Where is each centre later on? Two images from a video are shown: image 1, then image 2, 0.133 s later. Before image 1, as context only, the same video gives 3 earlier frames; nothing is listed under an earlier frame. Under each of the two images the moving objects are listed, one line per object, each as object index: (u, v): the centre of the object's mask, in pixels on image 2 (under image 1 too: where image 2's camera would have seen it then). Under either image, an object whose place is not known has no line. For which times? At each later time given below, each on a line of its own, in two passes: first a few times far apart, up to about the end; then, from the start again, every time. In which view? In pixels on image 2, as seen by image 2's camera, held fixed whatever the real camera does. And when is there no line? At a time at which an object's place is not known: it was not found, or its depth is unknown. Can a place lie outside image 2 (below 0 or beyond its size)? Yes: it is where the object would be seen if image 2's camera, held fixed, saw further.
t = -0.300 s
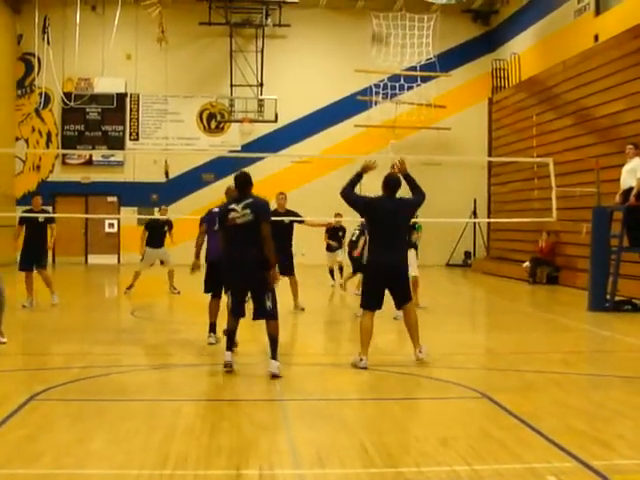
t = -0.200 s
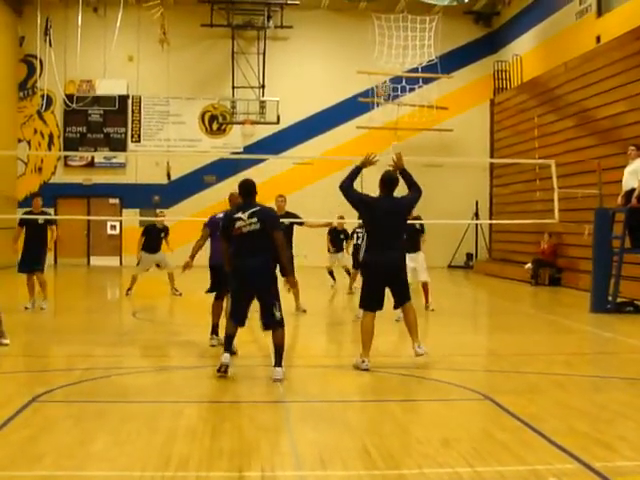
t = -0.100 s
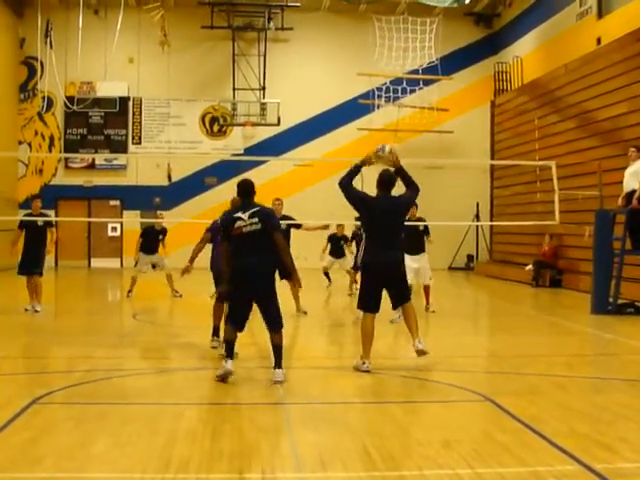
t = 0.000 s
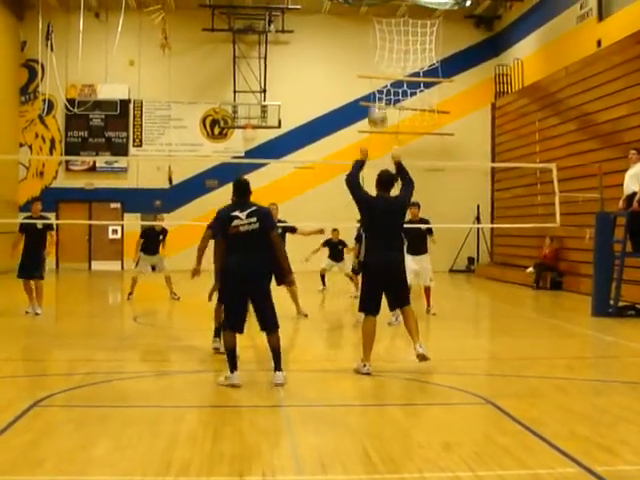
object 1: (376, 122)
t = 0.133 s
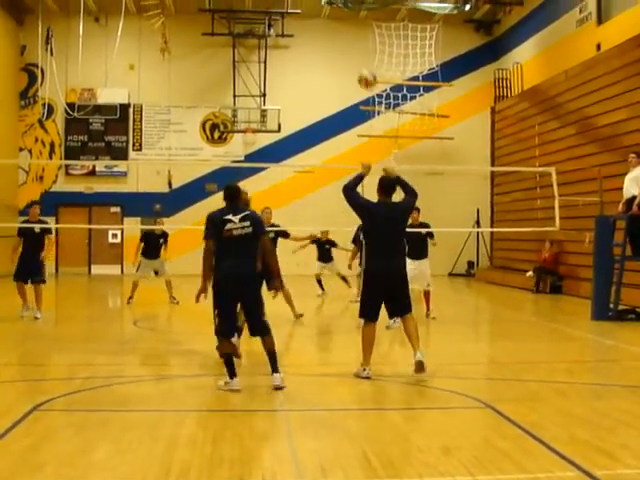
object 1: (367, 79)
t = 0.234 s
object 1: (361, 60)
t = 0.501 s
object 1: (344, 53)
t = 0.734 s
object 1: (333, 91)
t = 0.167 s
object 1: (365, 71)
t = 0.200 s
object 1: (362, 65)
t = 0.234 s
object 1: (361, 60)
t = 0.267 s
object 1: (358, 55)
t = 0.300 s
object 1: (357, 52)
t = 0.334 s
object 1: (355, 50)
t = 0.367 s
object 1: (353, 49)
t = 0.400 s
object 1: (350, 49)
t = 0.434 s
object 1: (348, 49)
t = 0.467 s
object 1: (346, 51)
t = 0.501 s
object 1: (344, 53)
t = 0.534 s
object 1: (342, 56)
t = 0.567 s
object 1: (341, 60)
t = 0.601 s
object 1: (340, 66)
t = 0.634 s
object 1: (338, 71)
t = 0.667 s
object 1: (336, 78)
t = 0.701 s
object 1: (334, 84)
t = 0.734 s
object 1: (333, 91)
